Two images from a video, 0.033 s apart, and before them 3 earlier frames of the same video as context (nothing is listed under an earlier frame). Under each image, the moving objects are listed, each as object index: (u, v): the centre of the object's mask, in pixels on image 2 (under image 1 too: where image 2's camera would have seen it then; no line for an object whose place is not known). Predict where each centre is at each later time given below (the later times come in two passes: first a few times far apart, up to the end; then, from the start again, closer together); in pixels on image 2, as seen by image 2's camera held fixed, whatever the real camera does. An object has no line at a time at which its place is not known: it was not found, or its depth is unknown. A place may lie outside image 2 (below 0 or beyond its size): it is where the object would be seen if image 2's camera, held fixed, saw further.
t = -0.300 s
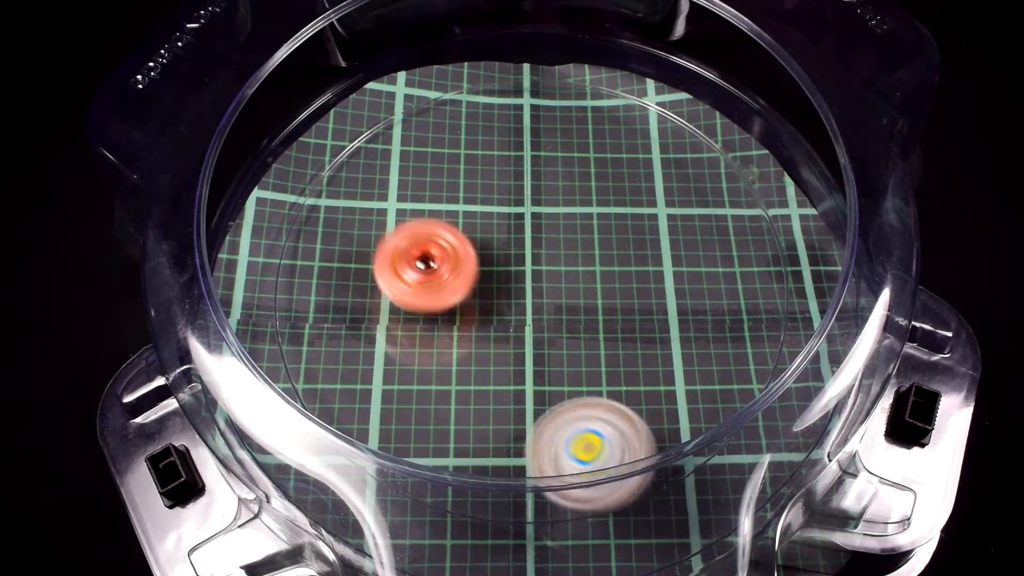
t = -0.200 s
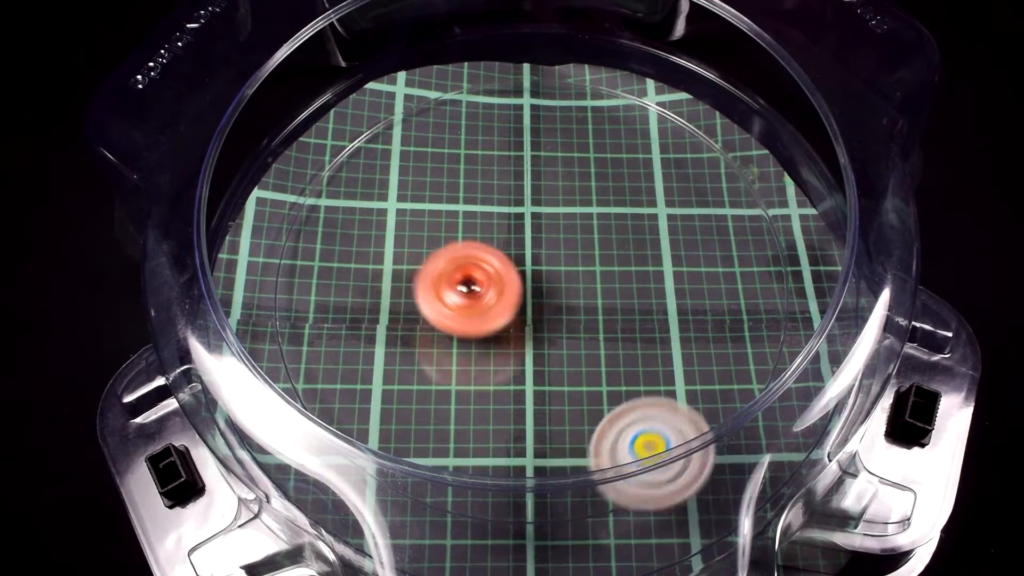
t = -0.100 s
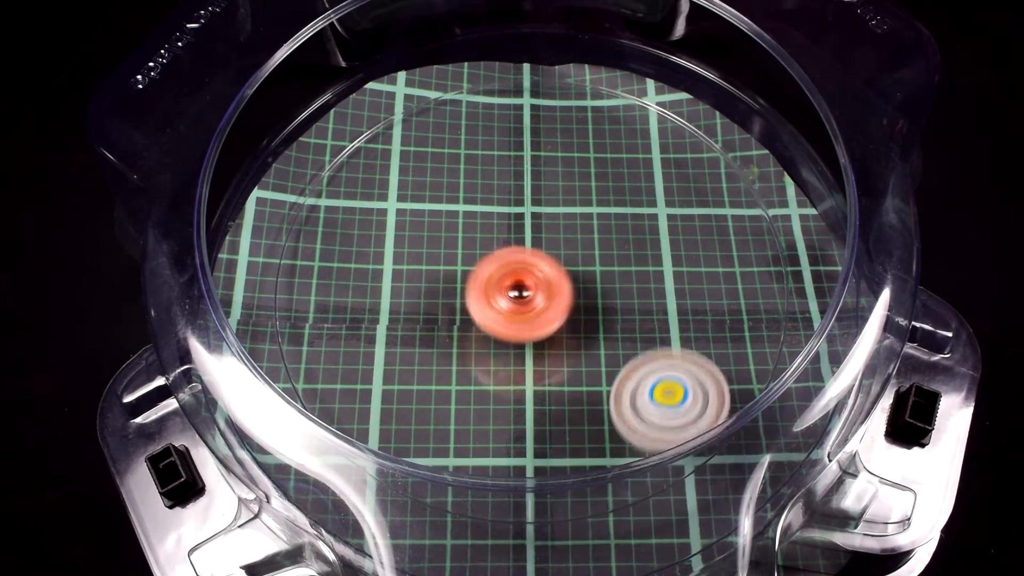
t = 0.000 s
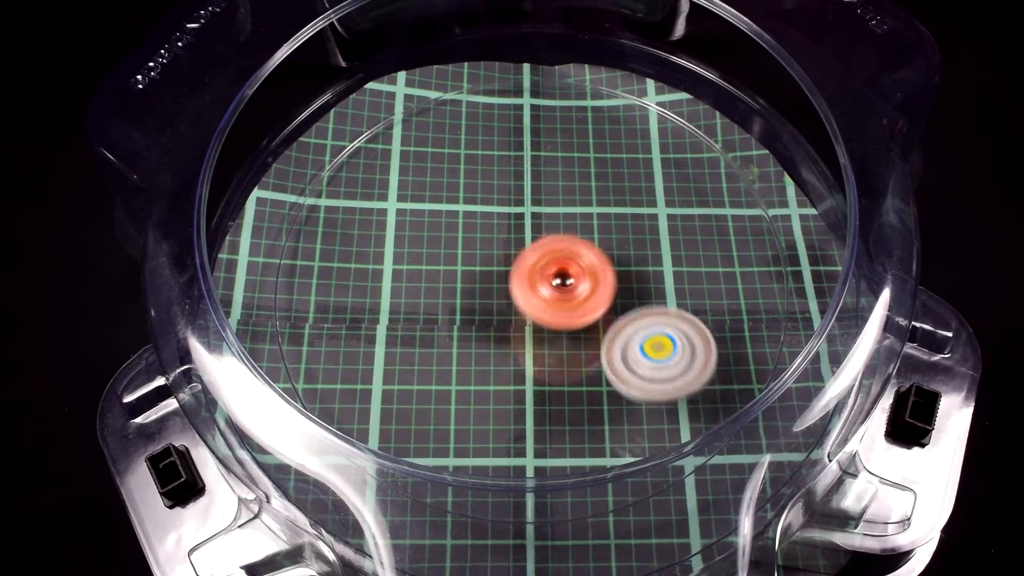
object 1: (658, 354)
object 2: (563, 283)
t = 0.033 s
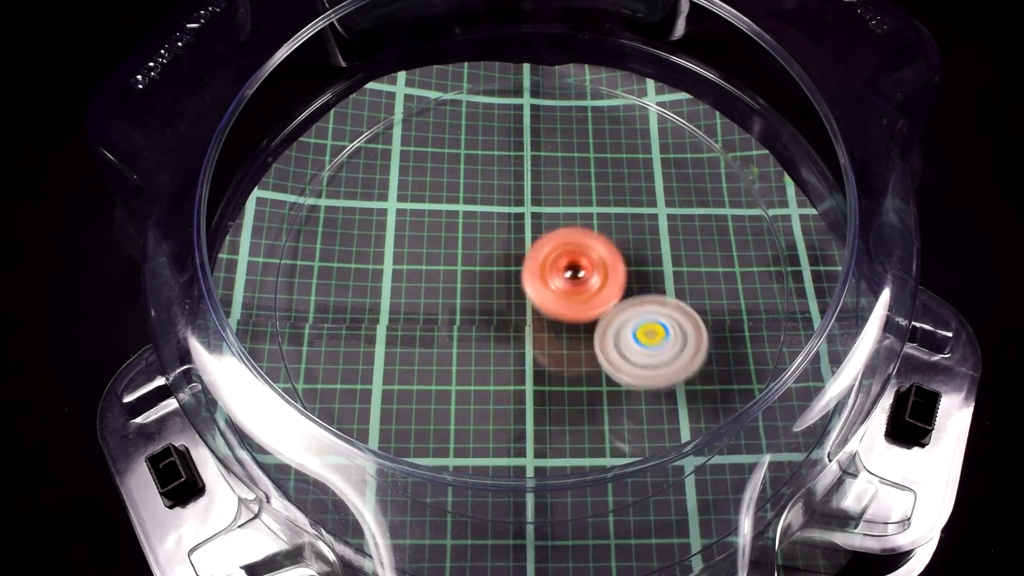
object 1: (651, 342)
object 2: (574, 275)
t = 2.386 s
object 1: (570, 233)
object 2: (578, 332)
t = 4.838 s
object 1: (426, 361)
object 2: (652, 193)
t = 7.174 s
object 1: (691, 375)
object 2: (516, 173)
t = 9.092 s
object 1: (638, 146)
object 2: (559, 242)
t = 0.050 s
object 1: (647, 338)
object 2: (578, 270)
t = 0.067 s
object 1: (647, 338)
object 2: (579, 261)
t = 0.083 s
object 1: (645, 339)
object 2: (580, 251)
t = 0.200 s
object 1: (624, 331)
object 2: (576, 194)
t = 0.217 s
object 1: (619, 329)
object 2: (574, 189)
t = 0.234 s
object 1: (615, 326)
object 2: (572, 184)
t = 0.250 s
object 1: (611, 324)
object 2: (569, 180)
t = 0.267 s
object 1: (606, 321)
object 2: (566, 176)
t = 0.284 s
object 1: (602, 319)
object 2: (563, 173)
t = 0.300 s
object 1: (598, 317)
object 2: (559, 171)
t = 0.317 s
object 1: (594, 314)
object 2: (556, 169)
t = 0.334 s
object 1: (590, 312)
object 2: (551, 168)
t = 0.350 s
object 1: (587, 309)
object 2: (547, 167)
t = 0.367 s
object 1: (582, 307)
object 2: (543, 168)
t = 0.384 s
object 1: (577, 304)
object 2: (538, 168)
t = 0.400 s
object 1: (572, 302)
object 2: (534, 169)
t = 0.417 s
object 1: (565, 300)
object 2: (530, 171)
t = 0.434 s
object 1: (558, 298)
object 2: (526, 173)
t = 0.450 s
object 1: (550, 296)
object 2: (523, 176)
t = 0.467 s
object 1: (542, 294)
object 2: (519, 179)
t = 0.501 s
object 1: (526, 291)
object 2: (513, 188)
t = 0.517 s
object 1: (518, 289)
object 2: (510, 192)
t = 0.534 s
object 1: (509, 288)
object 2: (508, 197)
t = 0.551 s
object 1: (500, 289)
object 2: (507, 200)
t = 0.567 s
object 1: (490, 296)
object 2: (507, 196)
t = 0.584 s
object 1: (479, 304)
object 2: (507, 193)
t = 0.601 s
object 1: (469, 310)
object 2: (508, 189)
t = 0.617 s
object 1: (461, 316)
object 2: (508, 187)
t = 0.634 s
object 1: (454, 321)
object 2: (509, 184)
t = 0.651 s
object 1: (448, 324)
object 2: (510, 183)
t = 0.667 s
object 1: (444, 328)
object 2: (511, 182)
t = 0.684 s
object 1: (441, 331)
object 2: (512, 182)
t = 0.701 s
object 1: (439, 334)
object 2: (513, 183)
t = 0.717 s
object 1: (437, 337)
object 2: (514, 184)
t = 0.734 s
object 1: (436, 340)
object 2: (515, 186)
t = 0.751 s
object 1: (435, 343)
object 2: (516, 188)
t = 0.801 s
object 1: (434, 350)
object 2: (520, 196)
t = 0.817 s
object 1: (434, 352)
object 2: (521, 199)
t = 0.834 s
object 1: (435, 354)
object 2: (522, 202)
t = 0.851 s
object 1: (437, 356)
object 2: (524, 206)
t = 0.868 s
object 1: (439, 357)
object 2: (525, 209)
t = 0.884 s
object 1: (442, 358)
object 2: (527, 213)
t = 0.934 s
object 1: (453, 357)
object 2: (533, 225)
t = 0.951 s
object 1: (457, 355)
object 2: (535, 229)
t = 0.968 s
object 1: (462, 354)
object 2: (538, 233)
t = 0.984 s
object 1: (466, 352)
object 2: (540, 236)
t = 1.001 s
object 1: (470, 349)
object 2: (543, 240)
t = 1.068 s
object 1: (488, 339)
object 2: (556, 254)
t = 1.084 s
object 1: (492, 337)
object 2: (559, 257)
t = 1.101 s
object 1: (495, 333)
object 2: (562, 259)
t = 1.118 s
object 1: (495, 330)
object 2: (566, 261)
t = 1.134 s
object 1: (493, 330)
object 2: (573, 259)
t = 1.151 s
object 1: (491, 328)
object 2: (580, 258)
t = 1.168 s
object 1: (490, 327)
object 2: (586, 256)
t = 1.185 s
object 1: (489, 325)
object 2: (592, 254)
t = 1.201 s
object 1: (489, 323)
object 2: (598, 252)
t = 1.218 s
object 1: (489, 322)
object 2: (603, 251)
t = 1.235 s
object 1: (489, 320)
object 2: (607, 249)
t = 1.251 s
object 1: (489, 318)
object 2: (611, 247)
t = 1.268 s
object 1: (490, 315)
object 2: (614, 245)
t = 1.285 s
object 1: (491, 313)
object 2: (618, 243)
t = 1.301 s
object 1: (491, 311)
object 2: (621, 241)
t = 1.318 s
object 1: (492, 308)
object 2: (623, 239)
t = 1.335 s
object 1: (494, 304)
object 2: (625, 236)
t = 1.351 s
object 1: (495, 301)
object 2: (626, 234)
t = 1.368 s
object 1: (497, 296)
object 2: (627, 232)
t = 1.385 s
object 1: (498, 291)
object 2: (627, 231)
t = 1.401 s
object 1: (500, 286)
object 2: (626, 229)
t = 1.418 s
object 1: (501, 280)
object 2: (624, 228)
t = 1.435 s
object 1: (502, 274)
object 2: (623, 227)
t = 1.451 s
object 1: (503, 268)
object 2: (621, 226)
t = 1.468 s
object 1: (504, 261)
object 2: (618, 225)
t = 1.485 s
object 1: (505, 255)
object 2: (616, 224)
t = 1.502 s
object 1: (505, 248)
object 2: (613, 224)
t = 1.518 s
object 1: (505, 241)
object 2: (611, 223)
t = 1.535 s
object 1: (505, 234)
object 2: (608, 223)
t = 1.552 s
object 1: (502, 228)
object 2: (607, 223)
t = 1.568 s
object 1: (499, 222)
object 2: (607, 223)
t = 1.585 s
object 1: (496, 215)
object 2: (607, 224)
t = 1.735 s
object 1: (474, 188)
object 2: (591, 241)
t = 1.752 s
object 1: (474, 188)
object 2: (588, 244)
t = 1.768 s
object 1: (473, 188)
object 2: (585, 247)
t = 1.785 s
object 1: (473, 189)
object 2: (582, 250)
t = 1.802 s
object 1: (474, 191)
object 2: (579, 253)
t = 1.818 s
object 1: (474, 192)
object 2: (576, 257)
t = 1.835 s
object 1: (474, 194)
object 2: (573, 260)
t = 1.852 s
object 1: (475, 196)
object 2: (571, 263)
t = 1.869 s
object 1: (476, 199)
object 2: (568, 267)
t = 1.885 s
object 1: (476, 201)
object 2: (566, 271)
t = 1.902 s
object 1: (477, 203)
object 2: (564, 275)
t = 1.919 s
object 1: (479, 206)
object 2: (562, 279)
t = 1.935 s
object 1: (480, 208)
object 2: (561, 283)
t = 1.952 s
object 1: (482, 210)
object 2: (559, 288)
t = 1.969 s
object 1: (483, 212)
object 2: (558, 292)
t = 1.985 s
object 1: (485, 214)
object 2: (557, 296)
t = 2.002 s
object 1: (487, 216)
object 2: (556, 300)
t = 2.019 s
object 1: (488, 218)
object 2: (556, 304)
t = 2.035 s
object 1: (490, 221)
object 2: (556, 308)
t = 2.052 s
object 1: (492, 223)
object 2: (556, 312)
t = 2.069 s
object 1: (493, 225)
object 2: (556, 316)
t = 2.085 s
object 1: (495, 228)
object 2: (556, 319)
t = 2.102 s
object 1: (497, 229)
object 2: (557, 322)
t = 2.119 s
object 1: (500, 231)
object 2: (558, 325)
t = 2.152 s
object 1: (505, 234)
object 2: (562, 330)
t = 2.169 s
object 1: (508, 235)
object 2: (563, 333)
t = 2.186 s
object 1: (512, 235)
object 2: (565, 335)
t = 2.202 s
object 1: (517, 236)
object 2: (567, 336)
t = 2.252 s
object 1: (531, 236)
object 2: (572, 339)
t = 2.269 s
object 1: (537, 236)
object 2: (574, 339)
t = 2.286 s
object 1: (542, 236)
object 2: (575, 339)
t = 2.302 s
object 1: (547, 235)
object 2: (576, 338)
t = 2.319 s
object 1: (552, 234)
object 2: (577, 338)
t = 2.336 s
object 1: (557, 234)
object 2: (578, 337)
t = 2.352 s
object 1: (562, 233)
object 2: (578, 336)
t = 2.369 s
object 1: (566, 233)
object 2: (578, 334)
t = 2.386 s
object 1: (570, 233)
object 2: (578, 332)
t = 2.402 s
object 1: (573, 232)
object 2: (578, 330)
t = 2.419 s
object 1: (576, 232)
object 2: (577, 329)
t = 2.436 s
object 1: (579, 232)
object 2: (576, 327)
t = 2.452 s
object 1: (580, 231)
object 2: (574, 325)
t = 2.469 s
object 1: (582, 232)
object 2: (572, 323)
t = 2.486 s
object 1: (584, 230)
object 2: (570, 323)
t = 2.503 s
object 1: (585, 229)
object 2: (567, 323)
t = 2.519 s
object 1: (587, 228)
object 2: (563, 323)
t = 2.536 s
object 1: (588, 228)
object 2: (560, 322)
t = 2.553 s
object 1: (588, 228)
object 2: (556, 321)
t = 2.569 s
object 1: (588, 228)
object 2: (553, 320)
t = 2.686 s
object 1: (587, 228)
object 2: (528, 311)
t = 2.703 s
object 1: (587, 227)
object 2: (523, 311)
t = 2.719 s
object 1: (587, 226)
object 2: (519, 311)
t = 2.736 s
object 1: (587, 225)
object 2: (515, 311)
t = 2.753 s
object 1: (586, 224)
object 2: (511, 312)
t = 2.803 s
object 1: (582, 224)
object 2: (499, 312)
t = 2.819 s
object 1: (581, 224)
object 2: (496, 312)
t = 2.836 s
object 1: (580, 224)
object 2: (492, 312)
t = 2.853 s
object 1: (579, 225)
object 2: (490, 312)
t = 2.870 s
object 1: (577, 225)
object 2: (487, 311)
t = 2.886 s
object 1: (576, 226)
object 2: (485, 311)
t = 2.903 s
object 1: (574, 227)
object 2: (482, 311)
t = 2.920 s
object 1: (573, 228)
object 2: (480, 310)
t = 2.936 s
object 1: (572, 228)
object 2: (478, 310)
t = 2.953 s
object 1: (570, 230)
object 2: (476, 309)
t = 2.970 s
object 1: (569, 231)
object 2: (474, 308)
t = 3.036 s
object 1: (563, 239)
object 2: (470, 304)
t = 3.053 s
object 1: (562, 242)
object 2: (470, 302)
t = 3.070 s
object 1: (560, 246)
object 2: (470, 301)
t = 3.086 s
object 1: (560, 248)
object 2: (469, 301)
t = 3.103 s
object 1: (566, 248)
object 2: (460, 302)
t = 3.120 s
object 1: (572, 248)
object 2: (452, 304)
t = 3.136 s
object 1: (578, 249)
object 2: (444, 305)
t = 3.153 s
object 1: (581, 250)
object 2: (438, 306)
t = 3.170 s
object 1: (584, 251)
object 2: (433, 306)
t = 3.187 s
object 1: (585, 253)
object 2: (429, 306)
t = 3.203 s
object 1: (587, 254)
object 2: (426, 306)
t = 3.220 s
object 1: (588, 256)
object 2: (423, 306)
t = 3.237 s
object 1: (588, 258)
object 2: (421, 305)
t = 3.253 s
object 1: (588, 259)
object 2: (421, 305)
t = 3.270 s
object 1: (588, 261)
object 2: (420, 304)
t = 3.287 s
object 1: (588, 262)
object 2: (420, 304)
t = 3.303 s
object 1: (587, 263)
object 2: (421, 303)
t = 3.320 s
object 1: (587, 265)
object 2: (423, 302)
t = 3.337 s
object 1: (586, 266)
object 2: (424, 301)
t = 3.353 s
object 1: (585, 267)
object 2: (426, 299)
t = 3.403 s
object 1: (582, 271)
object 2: (433, 294)
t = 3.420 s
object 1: (581, 272)
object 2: (437, 292)
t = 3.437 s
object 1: (580, 273)
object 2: (440, 290)
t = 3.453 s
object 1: (578, 274)
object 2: (444, 288)
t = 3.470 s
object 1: (577, 275)
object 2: (447, 285)
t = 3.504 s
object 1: (574, 277)
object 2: (454, 280)
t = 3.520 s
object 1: (572, 277)
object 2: (458, 277)
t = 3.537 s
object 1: (570, 278)
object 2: (462, 274)
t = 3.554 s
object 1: (571, 280)
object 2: (464, 271)
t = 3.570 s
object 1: (580, 282)
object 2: (458, 266)
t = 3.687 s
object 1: (631, 294)
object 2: (420, 233)
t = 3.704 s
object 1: (633, 295)
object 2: (417, 230)
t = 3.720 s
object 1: (634, 295)
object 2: (415, 227)
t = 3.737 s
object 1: (634, 295)
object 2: (414, 225)
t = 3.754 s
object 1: (635, 295)
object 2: (414, 223)
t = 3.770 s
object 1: (635, 295)
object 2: (414, 222)
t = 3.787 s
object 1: (634, 295)
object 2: (414, 221)
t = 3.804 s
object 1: (634, 295)
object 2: (415, 219)
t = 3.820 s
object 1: (633, 295)
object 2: (417, 219)
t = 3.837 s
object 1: (633, 294)
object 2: (420, 218)
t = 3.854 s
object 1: (631, 294)
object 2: (422, 218)
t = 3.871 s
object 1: (630, 294)
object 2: (425, 218)
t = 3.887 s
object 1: (629, 294)
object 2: (429, 218)
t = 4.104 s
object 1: (594, 289)
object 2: (505, 223)
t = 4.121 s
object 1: (591, 289)
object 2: (513, 224)
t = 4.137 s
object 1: (588, 288)
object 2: (519, 223)
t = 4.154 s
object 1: (591, 294)
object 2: (522, 219)
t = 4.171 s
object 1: (595, 304)
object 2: (522, 210)
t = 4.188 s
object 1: (599, 313)
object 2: (522, 203)
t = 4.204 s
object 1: (603, 321)
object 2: (522, 195)
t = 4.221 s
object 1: (605, 327)
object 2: (523, 188)
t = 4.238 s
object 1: (606, 332)
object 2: (524, 181)
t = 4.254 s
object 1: (607, 337)
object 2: (525, 176)
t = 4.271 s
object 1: (607, 340)
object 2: (527, 171)
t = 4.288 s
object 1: (606, 342)
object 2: (528, 168)
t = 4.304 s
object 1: (605, 344)
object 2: (529, 165)
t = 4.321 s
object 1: (603, 344)
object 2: (531, 162)
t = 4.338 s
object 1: (601, 344)
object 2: (533, 160)
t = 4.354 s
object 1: (599, 343)
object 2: (534, 159)
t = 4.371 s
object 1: (596, 341)
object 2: (536, 158)
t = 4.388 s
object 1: (594, 340)
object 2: (537, 157)
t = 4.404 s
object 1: (592, 338)
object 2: (539, 157)
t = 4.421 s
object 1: (590, 337)
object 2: (540, 157)
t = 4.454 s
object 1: (585, 333)
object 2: (543, 160)
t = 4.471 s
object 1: (583, 331)
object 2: (544, 161)
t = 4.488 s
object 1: (581, 329)
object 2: (546, 164)
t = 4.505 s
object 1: (578, 327)
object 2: (547, 167)
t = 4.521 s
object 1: (576, 324)
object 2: (549, 170)
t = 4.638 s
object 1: (555, 308)
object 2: (562, 203)
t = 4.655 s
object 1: (551, 306)
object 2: (564, 208)
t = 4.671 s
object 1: (547, 303)
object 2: (566, 213)
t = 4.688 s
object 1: (538, 305)
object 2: (570, 216)
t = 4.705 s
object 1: (523, 313)
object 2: (581, 213)
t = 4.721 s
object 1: (507, 320)
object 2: (592, 209)
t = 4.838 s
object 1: (426, 361)
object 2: (652, 193)
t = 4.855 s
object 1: (417, 367)
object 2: (656, 193)
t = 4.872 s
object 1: (408, 372)
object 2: (661, 193)
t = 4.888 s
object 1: (400, 377)
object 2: (664, 194)
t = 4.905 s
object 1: (393, 382)
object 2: (667, 195)
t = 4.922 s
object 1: (385, 387)
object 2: (669, 196)
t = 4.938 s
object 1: (379, 391)
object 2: (671, 198)
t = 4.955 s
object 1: (375, 394)
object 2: (672, 201)
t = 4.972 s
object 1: (372, 396)
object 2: (673, 203)
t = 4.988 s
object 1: (370, 397)
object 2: (673, 206)
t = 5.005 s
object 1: (368, 398)
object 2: (672, 208)
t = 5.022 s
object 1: (368, 398)
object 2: (671, 211)
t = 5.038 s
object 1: (368, 398)
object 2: (669, 215)
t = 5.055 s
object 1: (368, 398)
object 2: (667, 217)
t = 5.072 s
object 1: (369, 397)
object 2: (664, 221)
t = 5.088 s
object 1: (370, 397)
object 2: (662, 225)
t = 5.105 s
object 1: (371, 396)
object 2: (658, 229)
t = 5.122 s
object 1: (373, 395)
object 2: (654, 233)
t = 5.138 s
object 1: (375, 393)
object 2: (650, 238)
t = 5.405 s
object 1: (436, 330)
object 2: (555, 324)
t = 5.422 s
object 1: (441, 323)
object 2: (550, 330)
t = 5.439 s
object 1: (443, 315)
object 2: (547, 335)
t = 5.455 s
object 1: (442, 304)
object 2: (549, 341)
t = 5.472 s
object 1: (440, 293)
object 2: (551, 348)
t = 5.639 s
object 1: (428, 200)
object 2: (566, 389)
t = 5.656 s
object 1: (427, 192)
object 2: (566, 390)
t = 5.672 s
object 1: (425, 184)
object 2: (566, 391)
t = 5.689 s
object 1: (423, 177)
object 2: (566, 391)
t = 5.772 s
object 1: (416, 145)
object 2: (560, 383)
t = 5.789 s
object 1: (415, 141)
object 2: (558, 380)
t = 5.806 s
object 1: (414, 137)
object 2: (556, 377)
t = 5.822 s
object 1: (414, 134)
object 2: (553, 374)
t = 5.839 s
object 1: (414, 132)
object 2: (550, 370)
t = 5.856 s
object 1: (415, 130)
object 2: (547, 366)
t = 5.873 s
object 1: (416, 129)
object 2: (543, 362)
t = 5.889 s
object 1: (417, 129)
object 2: (540, 358)
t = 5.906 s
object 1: (418, 129)
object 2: (535, 353)
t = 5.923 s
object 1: (421, 130)
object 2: (530, 348)
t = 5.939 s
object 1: (422, 131)
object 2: (525, 343)
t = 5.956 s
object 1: (425, 132)
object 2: (519, 338)
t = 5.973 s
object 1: (427, 134)
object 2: (514, 333)
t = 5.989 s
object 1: (430, 137)
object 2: (508, 327)
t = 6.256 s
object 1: (526, 189)
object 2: (426, 248)
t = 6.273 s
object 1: (536, 191)
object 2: (423, 244)
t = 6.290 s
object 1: (547, 193)
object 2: (421, 241)
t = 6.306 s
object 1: (557, 196)
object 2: (420, 237)
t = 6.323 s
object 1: (568, 197)
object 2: (418, 234)
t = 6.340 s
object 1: (578, 199)
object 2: (418, 231)
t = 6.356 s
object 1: (587, 200)
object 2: (418, 229)
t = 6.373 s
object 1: (597, 201)
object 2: (418, 226)
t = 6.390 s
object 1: (607, 201)
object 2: (420, 224)
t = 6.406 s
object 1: (617, 202)
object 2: (421, 223)
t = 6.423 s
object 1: (626, 202)
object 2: (423, 221)
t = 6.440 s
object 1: (635, 202)
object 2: (425, 220)
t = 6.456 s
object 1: (644, 201)
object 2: (428, 218)
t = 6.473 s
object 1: (652, 201)
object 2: (431, 217)
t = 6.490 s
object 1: (661, 201)
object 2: (434, 216)
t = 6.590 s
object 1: (702, 196)
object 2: (459, 210)
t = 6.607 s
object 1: (706, 195)
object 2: (464, 210)
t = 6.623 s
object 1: (709, 195)
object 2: (468, 208)
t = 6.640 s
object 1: (710, 196)
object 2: (474, 208)
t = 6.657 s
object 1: (711, 197)
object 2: (480, 208)
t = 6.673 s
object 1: (710, 197)
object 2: (485, 207)
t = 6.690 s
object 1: (709, 198)
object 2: (491, 207)
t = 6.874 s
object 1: (668, 222)
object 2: (555, 204)
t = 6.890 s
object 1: (663, 226)
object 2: (561, 204)
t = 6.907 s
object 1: (659, 231)
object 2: (565, 203)
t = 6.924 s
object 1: (664, 242)
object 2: (561, 197)
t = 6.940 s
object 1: (670, 253)
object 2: (555, 190)
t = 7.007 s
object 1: (685, 297)
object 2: (533, 171)
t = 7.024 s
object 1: (687, 306)
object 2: (529, 168)
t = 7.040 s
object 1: (690, 315)
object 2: (525, 165)
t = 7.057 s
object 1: (691, 323)
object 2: (522, 165)
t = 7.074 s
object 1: (692, 331)
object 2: (520, 164)
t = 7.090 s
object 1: (693, 339)
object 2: (518, 164)
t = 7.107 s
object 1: (693, 347)
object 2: (517, 165)
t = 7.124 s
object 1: (693, 354)
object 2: (516, 166)
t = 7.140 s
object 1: (693, 361)
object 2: (516, 168)
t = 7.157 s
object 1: (692, 368)
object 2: (516, 171)
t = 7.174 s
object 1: (691, 375)
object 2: (516, 173)
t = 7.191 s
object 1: (690, 381)
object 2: (517, 177)
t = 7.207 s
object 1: (687, 387)
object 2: (519, 181)
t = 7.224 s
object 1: (684, 392)
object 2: (520, 185)
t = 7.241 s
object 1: (681, 397)
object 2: (522, 190)
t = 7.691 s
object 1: (490, 432)
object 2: (579, 321)
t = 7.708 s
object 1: (481, 430)
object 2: (580, 324)
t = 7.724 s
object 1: (473, 425)
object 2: (580, 326)
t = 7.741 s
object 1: (465, 421)
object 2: (580, 328)
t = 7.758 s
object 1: (457, 416)
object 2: (580, 330)
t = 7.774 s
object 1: (449, 411)
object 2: (580, 331)
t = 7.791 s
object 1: (442, 406)
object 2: (580, 332)
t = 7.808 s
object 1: (436, 400)
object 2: (579, 332)
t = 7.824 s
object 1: (429, 395)
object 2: (578, 333)
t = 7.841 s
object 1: (421, 388)
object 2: (577, 334)
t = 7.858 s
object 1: (415, 382)
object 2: (575, 334)
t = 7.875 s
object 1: (409, 375)
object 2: (574, 334)
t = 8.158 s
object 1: (344, 262)
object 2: (525, 312)
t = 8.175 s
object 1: (343, 256)
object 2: (522, 310)
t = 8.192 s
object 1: (342, 250)
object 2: (519, 307)
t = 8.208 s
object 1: (343, 246)
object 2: (516, 305)
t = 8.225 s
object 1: (344, 240)
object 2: (513, 302)
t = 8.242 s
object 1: (344, 236)
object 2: (511, 299)
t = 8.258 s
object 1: (346, 231)
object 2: (509, 297)
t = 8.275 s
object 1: (348, 226)
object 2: (506, 294)
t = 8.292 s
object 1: (351, 223)
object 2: (505, 291)
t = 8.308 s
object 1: (354, 219)
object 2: (502, 289)
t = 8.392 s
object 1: (376, 202)
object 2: (489, 275)
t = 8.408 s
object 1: (381, 198)
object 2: (488, 273)
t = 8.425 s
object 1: (387, 195)
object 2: (485, 270)
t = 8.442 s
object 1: (393, 191)
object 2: (484, 268)
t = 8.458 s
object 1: (399, 189)
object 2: (483, 265)
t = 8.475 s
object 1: (406, 185)
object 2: (481, 262)
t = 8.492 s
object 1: (413, 181)
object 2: (481, 260)
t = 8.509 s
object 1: (420, 178)
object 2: (480, 257)
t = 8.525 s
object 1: (427, 175)
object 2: (480, 255)
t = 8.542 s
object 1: (435, 172)
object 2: (480, 253)
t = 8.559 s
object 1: (443, 168)
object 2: (481, 252)
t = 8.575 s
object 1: (450, 164)
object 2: (481, 250)
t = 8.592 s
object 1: (457, 160)
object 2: (482, 251)
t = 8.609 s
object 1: (465, 157)
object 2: (485, 252)
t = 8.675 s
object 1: (495, 144)
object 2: (494, 254)
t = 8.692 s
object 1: (502, 140)
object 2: (497, 254)
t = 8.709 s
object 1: (508, 138)
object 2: (499, 254)
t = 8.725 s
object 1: (516, 135)
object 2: (502, 253)
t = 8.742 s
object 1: (523, 132)
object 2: (504, 253)
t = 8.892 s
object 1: (583, 121)
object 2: (529, 244)
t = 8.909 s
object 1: (590, 121)
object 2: (532, 243)
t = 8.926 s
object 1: (596, 121)
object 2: (535, 242)
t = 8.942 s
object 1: (602, 122)
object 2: (538, 242)
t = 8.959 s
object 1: (607, 124)
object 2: (541, 241)
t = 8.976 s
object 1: (612, 125)
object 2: (543, 241)
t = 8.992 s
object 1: (617, 127)
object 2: (546, 240)
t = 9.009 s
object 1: (621, 130)
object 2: (548, 240)
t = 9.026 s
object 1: (625, 132)
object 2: (551, 240)
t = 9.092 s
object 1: (638, 146)
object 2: (559, 242)
